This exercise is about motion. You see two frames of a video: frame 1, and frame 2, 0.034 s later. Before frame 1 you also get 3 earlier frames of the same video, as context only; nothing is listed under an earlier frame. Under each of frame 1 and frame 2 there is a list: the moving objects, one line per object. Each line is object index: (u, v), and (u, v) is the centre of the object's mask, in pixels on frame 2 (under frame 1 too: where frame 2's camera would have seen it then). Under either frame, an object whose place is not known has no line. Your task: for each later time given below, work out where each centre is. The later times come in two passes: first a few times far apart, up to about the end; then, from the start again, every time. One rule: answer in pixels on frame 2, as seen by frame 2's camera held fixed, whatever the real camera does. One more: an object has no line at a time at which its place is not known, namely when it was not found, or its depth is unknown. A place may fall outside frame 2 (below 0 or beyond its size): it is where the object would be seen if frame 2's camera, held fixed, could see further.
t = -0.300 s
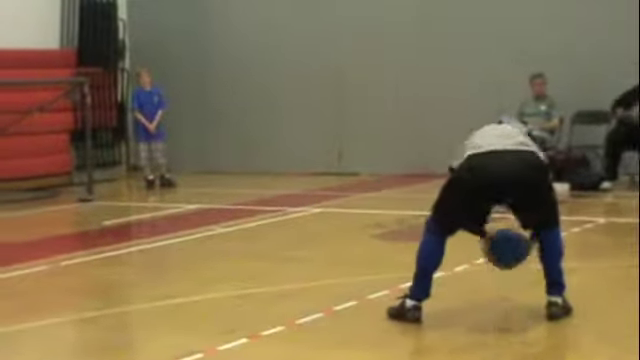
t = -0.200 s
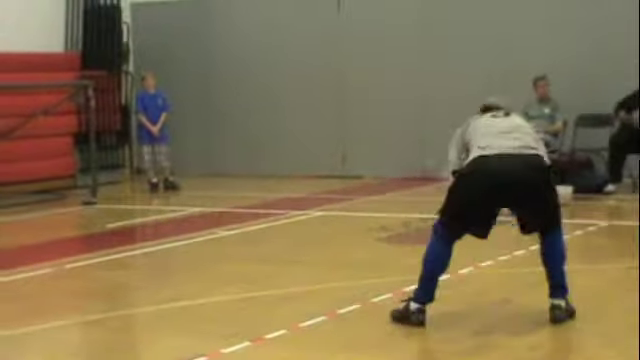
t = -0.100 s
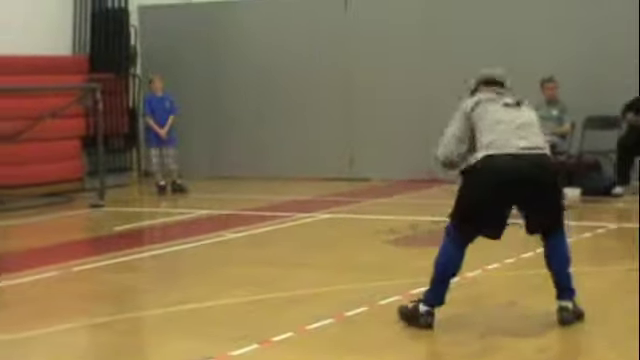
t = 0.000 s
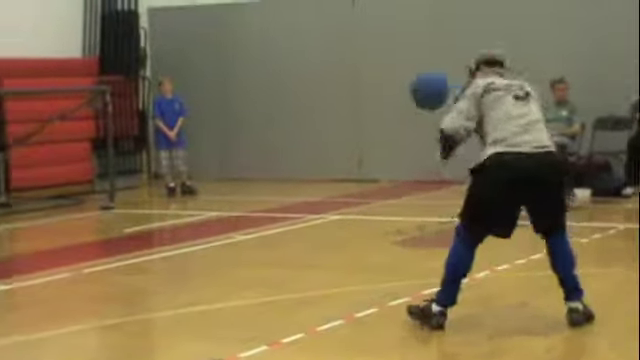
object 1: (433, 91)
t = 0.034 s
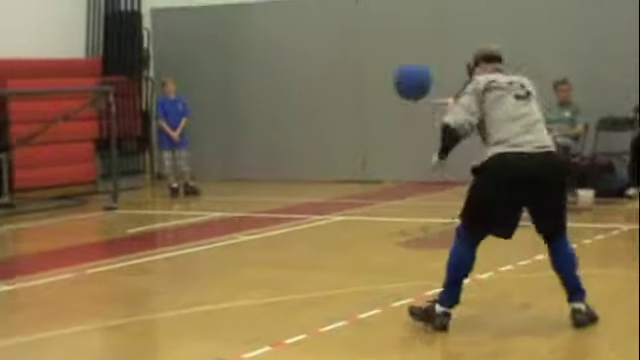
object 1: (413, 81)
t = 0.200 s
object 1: (315, 60)
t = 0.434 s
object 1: (195, 100)
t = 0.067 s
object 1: (393, 73)
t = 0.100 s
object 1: (373, 67)
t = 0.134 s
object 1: (354, 63)
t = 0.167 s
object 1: (335, 60)
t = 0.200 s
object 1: (315, 60)
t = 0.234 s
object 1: (296, 61)
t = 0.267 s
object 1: (278, 63)
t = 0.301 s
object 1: (261, 67)
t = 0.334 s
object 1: (243, 74)
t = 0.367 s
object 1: (225, 80)
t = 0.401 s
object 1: (210, 89)
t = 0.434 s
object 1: (195, 100)
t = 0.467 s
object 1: (177, 113)
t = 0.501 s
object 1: (159, 120)
